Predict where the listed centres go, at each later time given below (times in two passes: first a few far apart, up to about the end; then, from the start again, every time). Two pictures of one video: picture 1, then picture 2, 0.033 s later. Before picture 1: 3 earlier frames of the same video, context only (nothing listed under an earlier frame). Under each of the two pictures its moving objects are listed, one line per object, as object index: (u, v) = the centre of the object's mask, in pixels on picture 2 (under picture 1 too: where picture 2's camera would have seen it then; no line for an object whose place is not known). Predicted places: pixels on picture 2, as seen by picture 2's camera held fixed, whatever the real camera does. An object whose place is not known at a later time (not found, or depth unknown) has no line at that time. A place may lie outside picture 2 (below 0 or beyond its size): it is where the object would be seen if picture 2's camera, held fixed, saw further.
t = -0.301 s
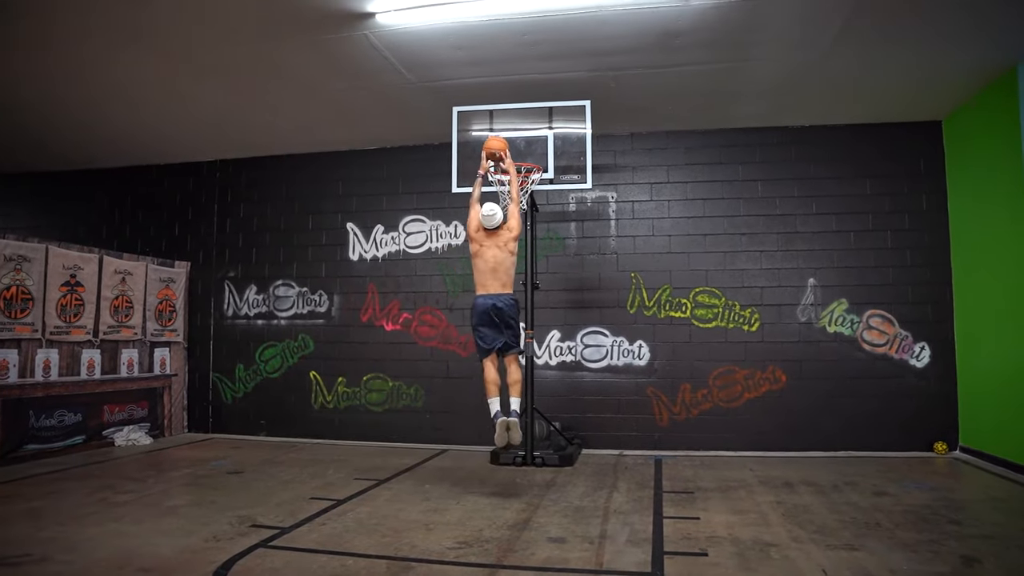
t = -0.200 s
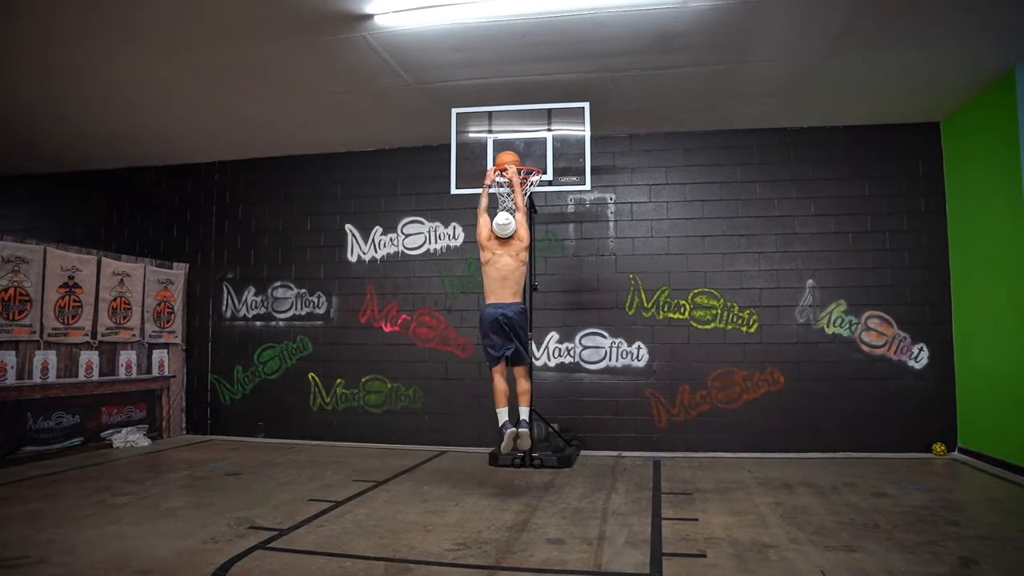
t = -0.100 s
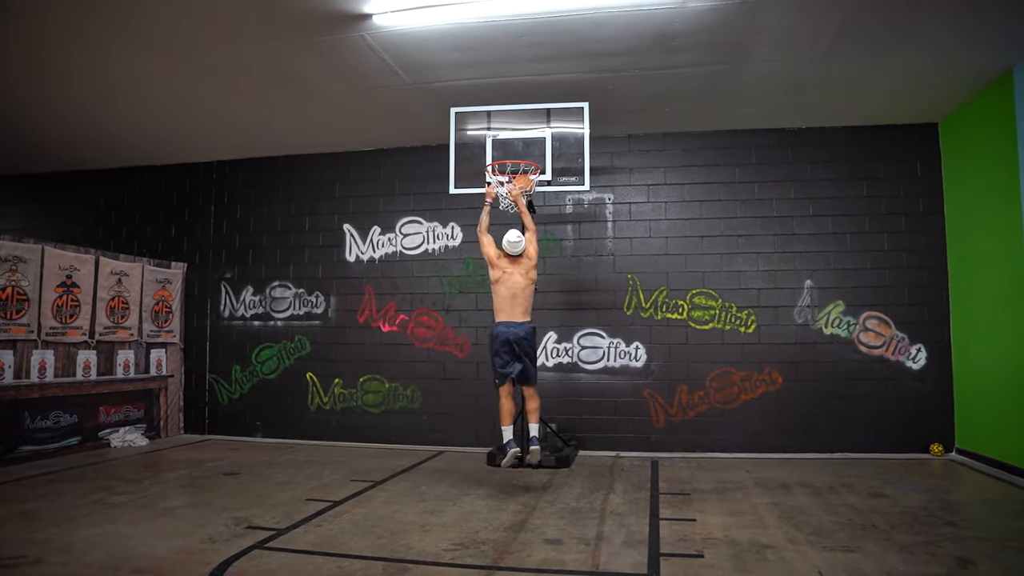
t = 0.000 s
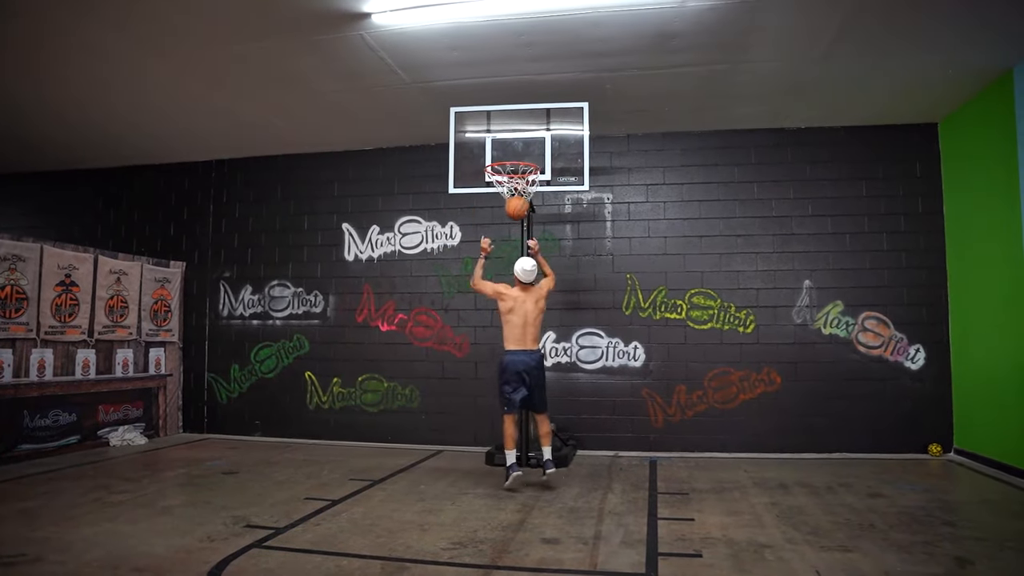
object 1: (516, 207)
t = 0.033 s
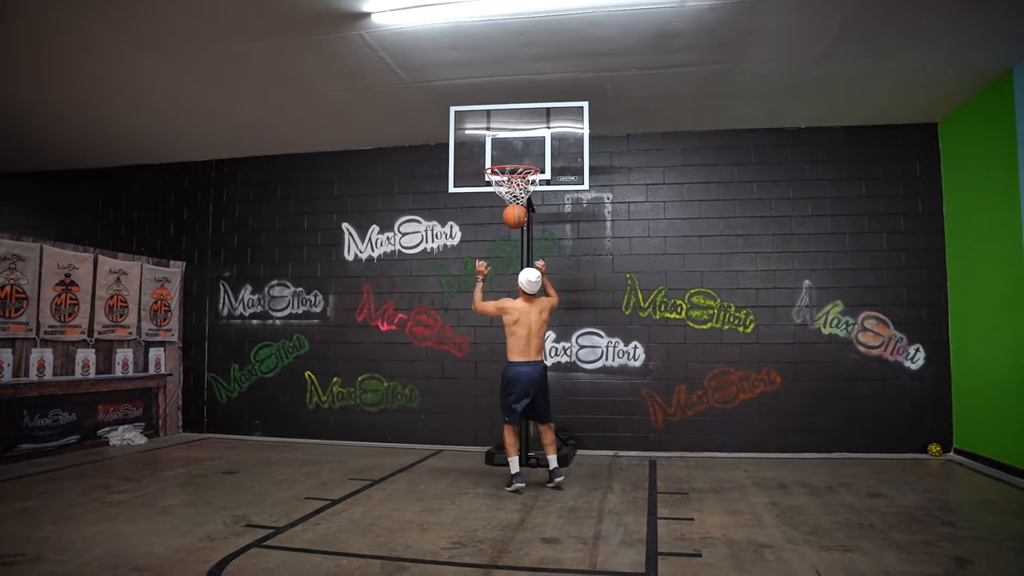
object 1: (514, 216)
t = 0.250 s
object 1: (504, 300)
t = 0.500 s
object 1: (491, 467)
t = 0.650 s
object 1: (471, 401)
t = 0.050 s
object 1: (514, 221)
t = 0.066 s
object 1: (513, 226)
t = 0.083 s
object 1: (512, 231)
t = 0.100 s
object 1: (511, 237)
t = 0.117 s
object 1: (511, 242)
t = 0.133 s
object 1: (510, 249)
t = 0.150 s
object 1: (509, 255)
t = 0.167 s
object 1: (508, 262)
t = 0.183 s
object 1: (507, 269)
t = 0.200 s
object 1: (506, 276)
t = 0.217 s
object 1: (505, 283)
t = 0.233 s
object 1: (505, 292)
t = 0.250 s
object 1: (504, 300)
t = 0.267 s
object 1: (502, 310)
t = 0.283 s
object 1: (501, 319)
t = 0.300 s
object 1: (500, 328)
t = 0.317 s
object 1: (500, 338)
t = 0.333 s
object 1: (498, 348)
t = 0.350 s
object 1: (498, 359)
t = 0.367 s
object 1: (497, 369)
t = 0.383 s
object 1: (496, 381)
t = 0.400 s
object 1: (495, 392)
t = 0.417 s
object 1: (495, 404)
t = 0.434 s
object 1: (493, 415)
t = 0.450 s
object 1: (493, 428)
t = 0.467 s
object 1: (493, 441)
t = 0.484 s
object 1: (492, 453)
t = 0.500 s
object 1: (491, 467)
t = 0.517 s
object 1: (489, 473)
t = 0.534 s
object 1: (488, 462)
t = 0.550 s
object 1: (485, 453)
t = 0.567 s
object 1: (483, 443)
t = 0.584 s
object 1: (480, 434)
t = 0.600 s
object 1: (479, 426)
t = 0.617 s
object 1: (476, 417)
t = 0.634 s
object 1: (474, 409)
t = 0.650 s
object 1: (471, 401)
